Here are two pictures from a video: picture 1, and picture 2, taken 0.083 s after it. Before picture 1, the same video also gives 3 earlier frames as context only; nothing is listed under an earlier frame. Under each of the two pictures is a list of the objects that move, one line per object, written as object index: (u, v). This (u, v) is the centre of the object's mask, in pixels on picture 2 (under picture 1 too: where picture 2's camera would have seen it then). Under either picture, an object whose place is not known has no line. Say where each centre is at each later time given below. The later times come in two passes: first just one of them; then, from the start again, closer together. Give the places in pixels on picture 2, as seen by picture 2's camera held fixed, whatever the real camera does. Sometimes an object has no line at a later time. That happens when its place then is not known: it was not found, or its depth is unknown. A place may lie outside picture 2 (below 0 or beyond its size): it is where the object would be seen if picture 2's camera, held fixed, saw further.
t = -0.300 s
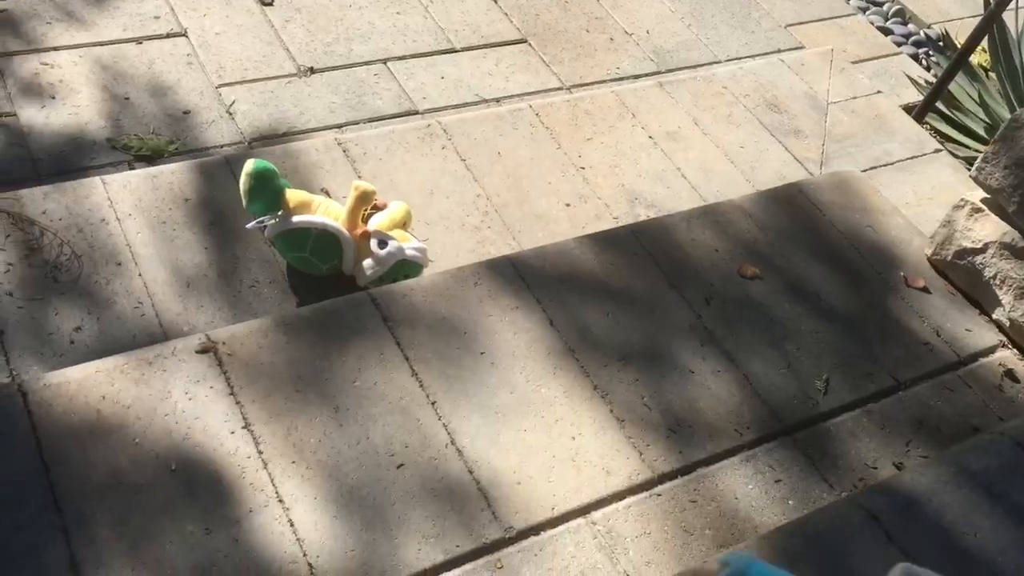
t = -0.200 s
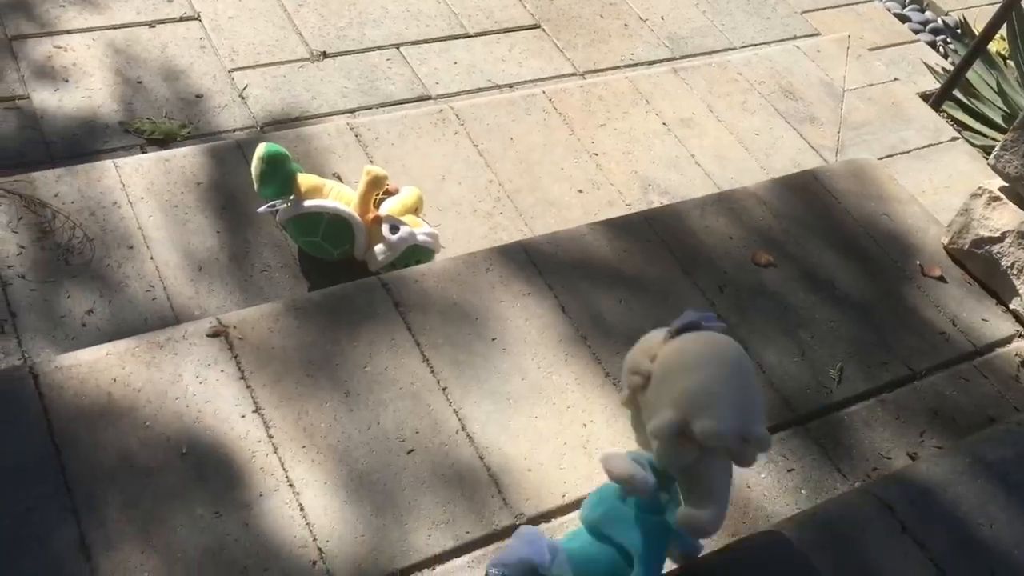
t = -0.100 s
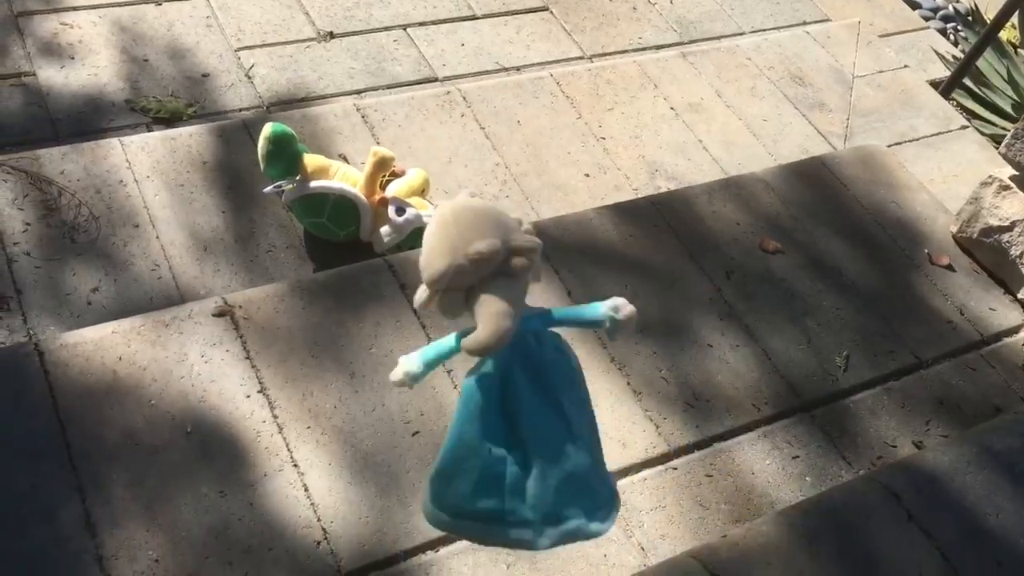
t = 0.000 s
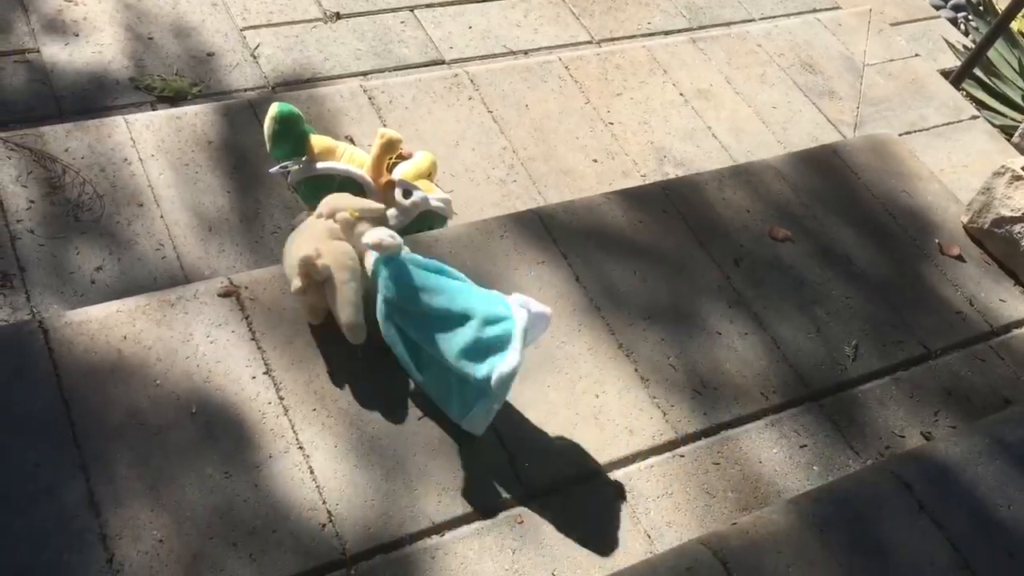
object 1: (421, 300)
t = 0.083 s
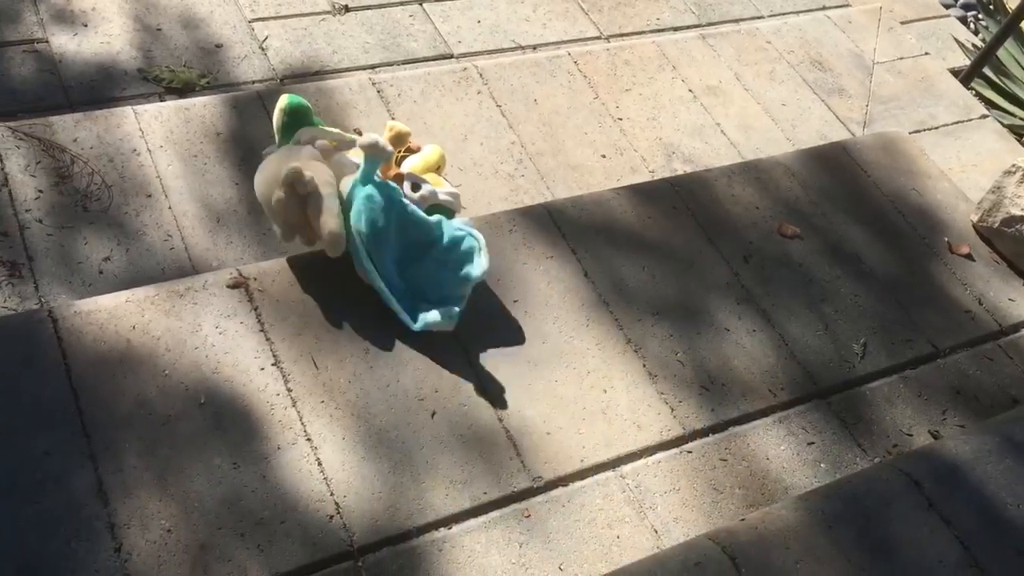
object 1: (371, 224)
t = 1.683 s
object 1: (272, 212)
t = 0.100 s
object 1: (369, 216)
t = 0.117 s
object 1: (365, 207)
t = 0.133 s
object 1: (361, 200)
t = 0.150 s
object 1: (358, 196)
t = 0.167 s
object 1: (354, 193)
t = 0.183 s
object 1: (349, 189)
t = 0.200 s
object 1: (342, 185)
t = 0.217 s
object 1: (337, 183)
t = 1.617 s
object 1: (272, 212)
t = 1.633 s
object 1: (272, 212)
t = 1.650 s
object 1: (271, 212)
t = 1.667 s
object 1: (271, 212)
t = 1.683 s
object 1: (272, 212)
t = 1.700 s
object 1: (271, 212)
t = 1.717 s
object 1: (271, 212)
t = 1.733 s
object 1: (271, 212)
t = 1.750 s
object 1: (271, 212)
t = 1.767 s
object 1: (271, 212)
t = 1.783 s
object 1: (271, 212)
